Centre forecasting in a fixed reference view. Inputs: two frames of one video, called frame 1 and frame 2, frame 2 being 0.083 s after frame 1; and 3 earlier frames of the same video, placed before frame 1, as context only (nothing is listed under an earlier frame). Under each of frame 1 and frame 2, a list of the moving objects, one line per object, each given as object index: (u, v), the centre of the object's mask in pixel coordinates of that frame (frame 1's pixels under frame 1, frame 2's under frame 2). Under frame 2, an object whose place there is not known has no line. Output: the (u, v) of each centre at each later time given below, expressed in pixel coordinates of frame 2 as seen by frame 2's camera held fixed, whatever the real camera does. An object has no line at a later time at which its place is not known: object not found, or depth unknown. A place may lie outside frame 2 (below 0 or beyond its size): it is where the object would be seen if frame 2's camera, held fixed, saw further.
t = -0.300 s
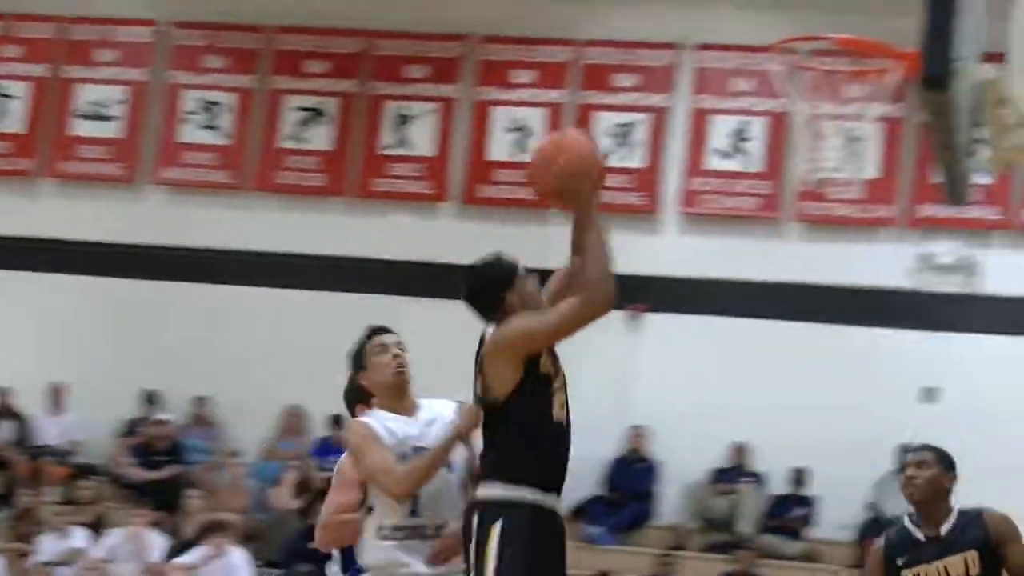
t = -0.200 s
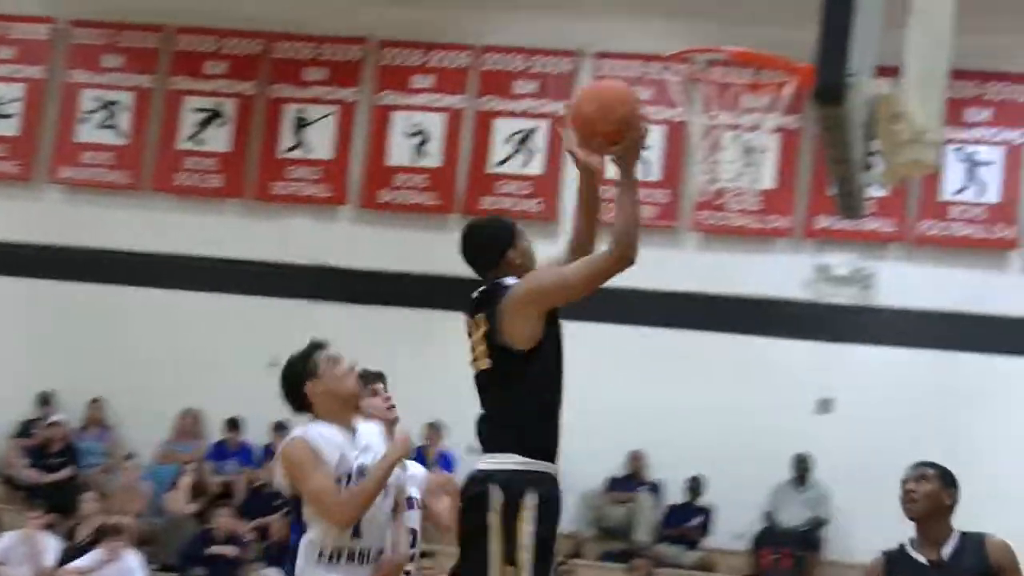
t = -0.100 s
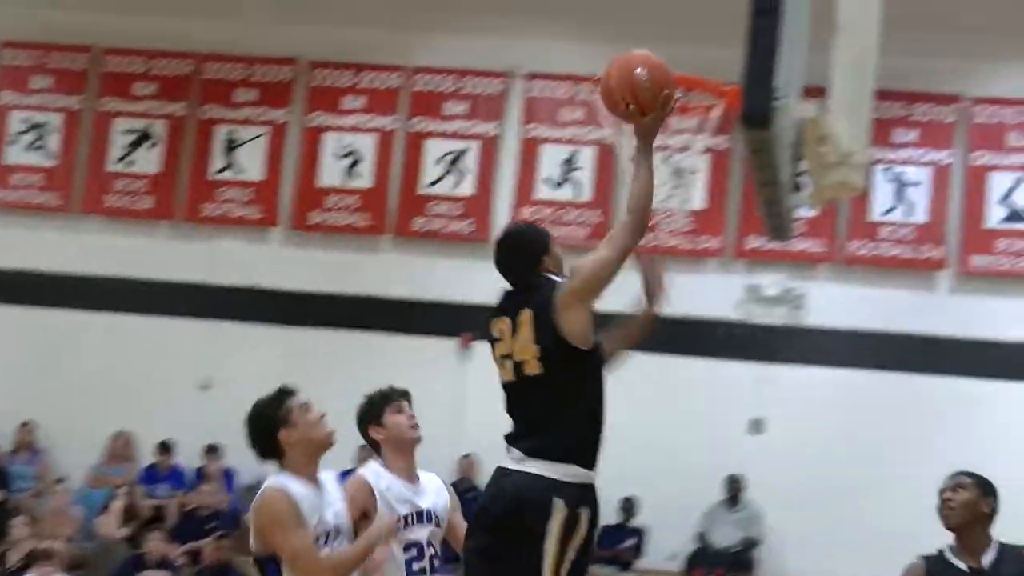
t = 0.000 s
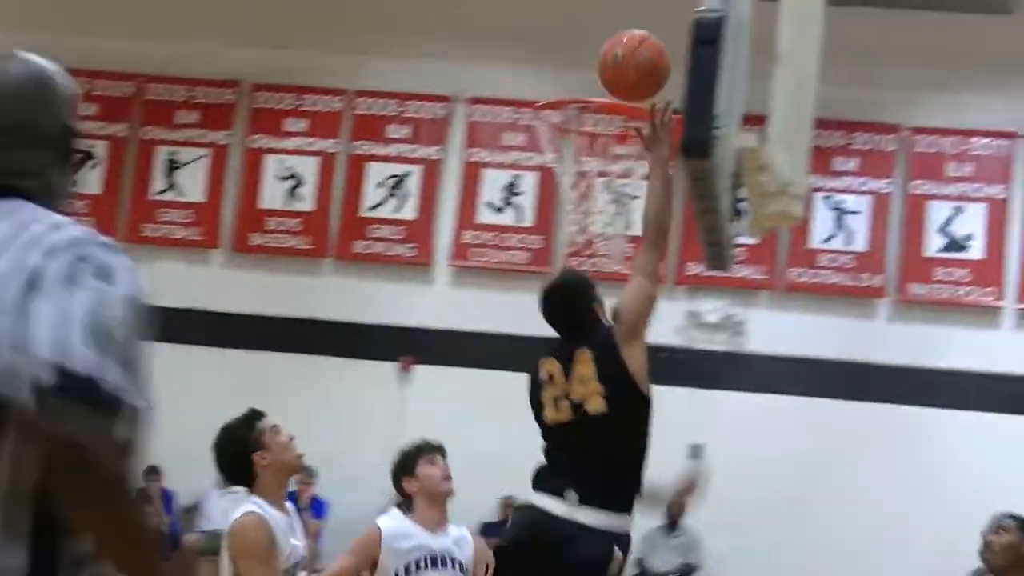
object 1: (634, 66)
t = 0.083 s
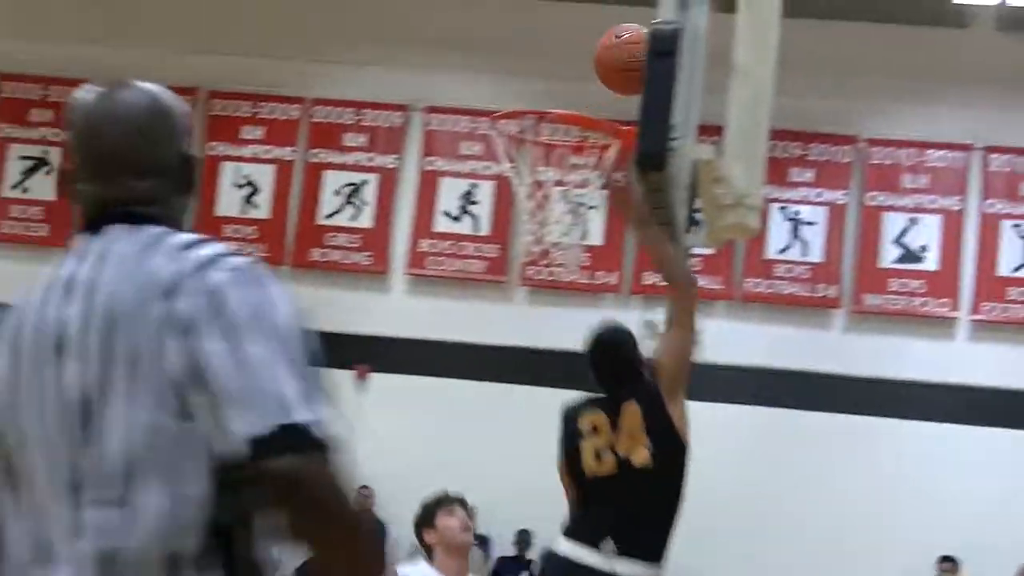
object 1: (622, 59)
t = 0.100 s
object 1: (628, 57)
